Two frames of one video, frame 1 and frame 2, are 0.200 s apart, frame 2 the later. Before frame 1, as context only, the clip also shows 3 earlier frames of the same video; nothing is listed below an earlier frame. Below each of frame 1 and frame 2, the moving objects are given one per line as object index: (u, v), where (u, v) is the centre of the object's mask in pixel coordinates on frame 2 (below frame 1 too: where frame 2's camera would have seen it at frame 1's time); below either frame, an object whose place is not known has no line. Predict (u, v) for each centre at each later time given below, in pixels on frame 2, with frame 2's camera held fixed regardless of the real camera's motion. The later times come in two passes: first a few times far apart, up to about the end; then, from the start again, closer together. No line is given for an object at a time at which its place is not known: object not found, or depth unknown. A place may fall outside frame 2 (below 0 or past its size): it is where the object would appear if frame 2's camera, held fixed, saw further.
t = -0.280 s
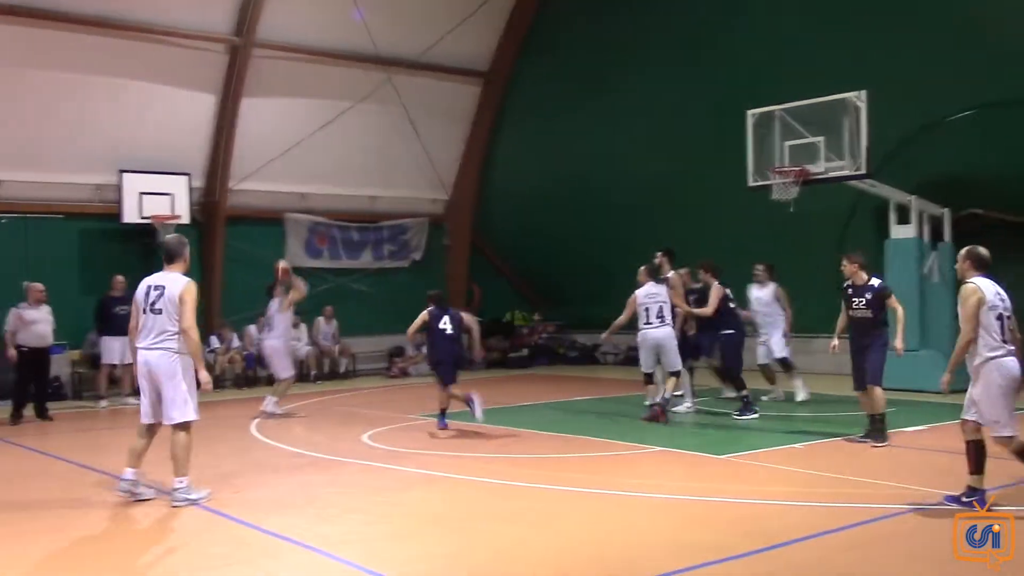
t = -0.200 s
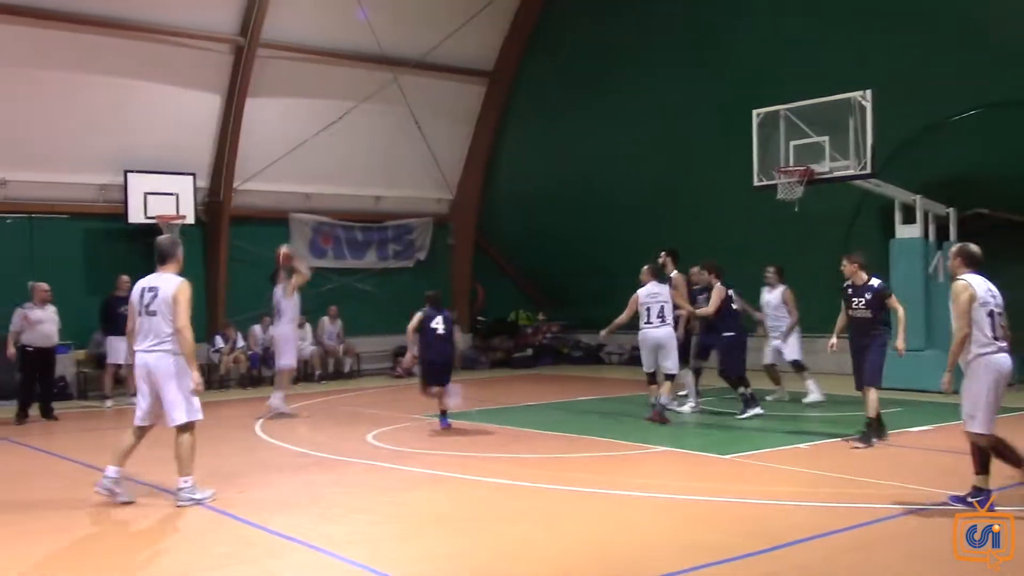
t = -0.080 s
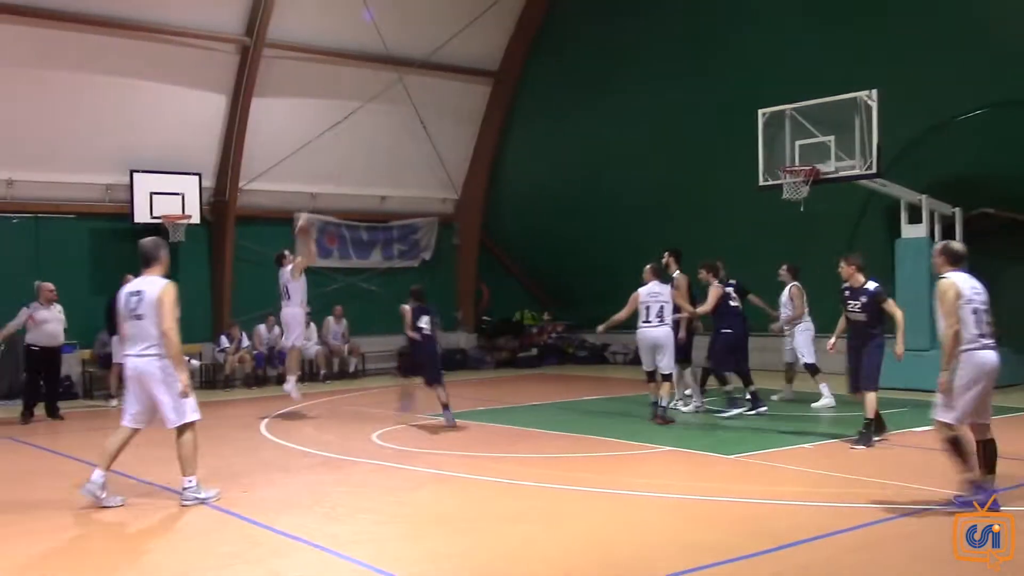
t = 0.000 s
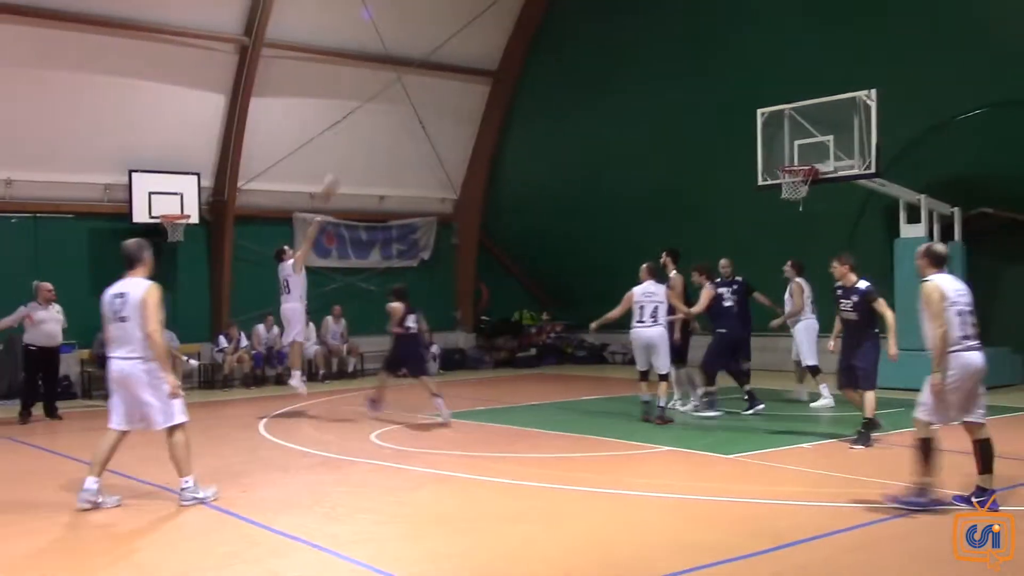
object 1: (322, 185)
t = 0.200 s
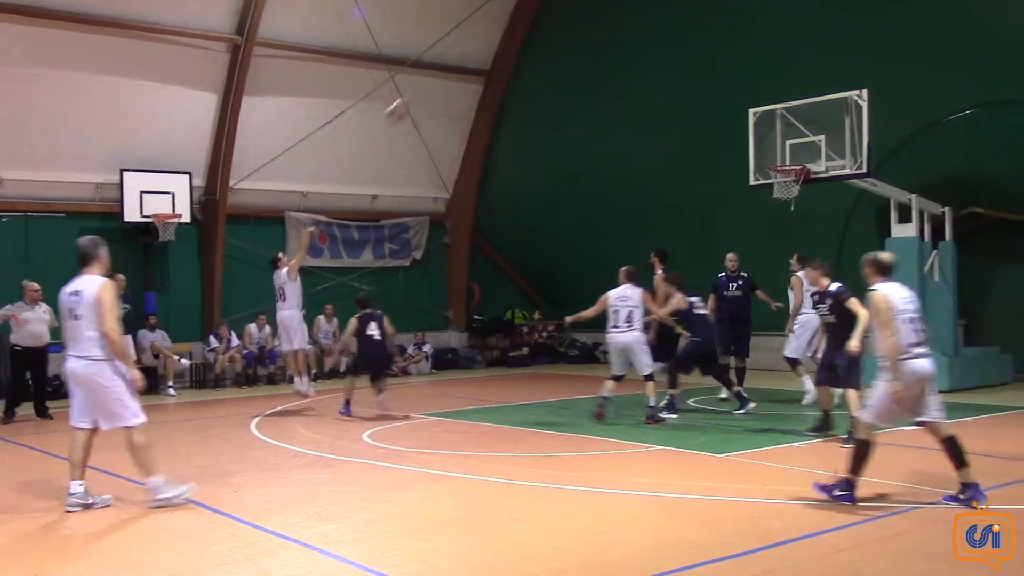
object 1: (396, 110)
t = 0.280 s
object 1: (428, 89)
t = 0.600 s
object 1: (554, 45)
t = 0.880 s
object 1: (665, 68)
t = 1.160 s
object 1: (778, 152)
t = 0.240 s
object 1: (409, 96)
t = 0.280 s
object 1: (428, 89)
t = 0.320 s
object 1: (444, 79)
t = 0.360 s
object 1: (460, 69)
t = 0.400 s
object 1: (474, 61)
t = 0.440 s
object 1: (491, 57)
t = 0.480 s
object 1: (507, 52)
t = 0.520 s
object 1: (523, 49)
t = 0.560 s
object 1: (539, 46)
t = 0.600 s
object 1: (554, 45)
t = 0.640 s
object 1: (570, 45)
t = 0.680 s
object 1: (586, 45)
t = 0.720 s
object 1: (601, 48)
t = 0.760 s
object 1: (617, 51)
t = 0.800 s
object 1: (633, 55)
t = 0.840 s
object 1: (649, 61)
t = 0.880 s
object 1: (665, 68)
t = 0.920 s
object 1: (679, 75)
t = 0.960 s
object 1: (695, 85)
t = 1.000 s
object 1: (712, 97)
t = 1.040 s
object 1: (729, 108)
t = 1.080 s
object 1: (743, 121)
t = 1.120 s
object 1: (761, 136)
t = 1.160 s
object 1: (778, 152)
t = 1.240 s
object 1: (799, 176)
